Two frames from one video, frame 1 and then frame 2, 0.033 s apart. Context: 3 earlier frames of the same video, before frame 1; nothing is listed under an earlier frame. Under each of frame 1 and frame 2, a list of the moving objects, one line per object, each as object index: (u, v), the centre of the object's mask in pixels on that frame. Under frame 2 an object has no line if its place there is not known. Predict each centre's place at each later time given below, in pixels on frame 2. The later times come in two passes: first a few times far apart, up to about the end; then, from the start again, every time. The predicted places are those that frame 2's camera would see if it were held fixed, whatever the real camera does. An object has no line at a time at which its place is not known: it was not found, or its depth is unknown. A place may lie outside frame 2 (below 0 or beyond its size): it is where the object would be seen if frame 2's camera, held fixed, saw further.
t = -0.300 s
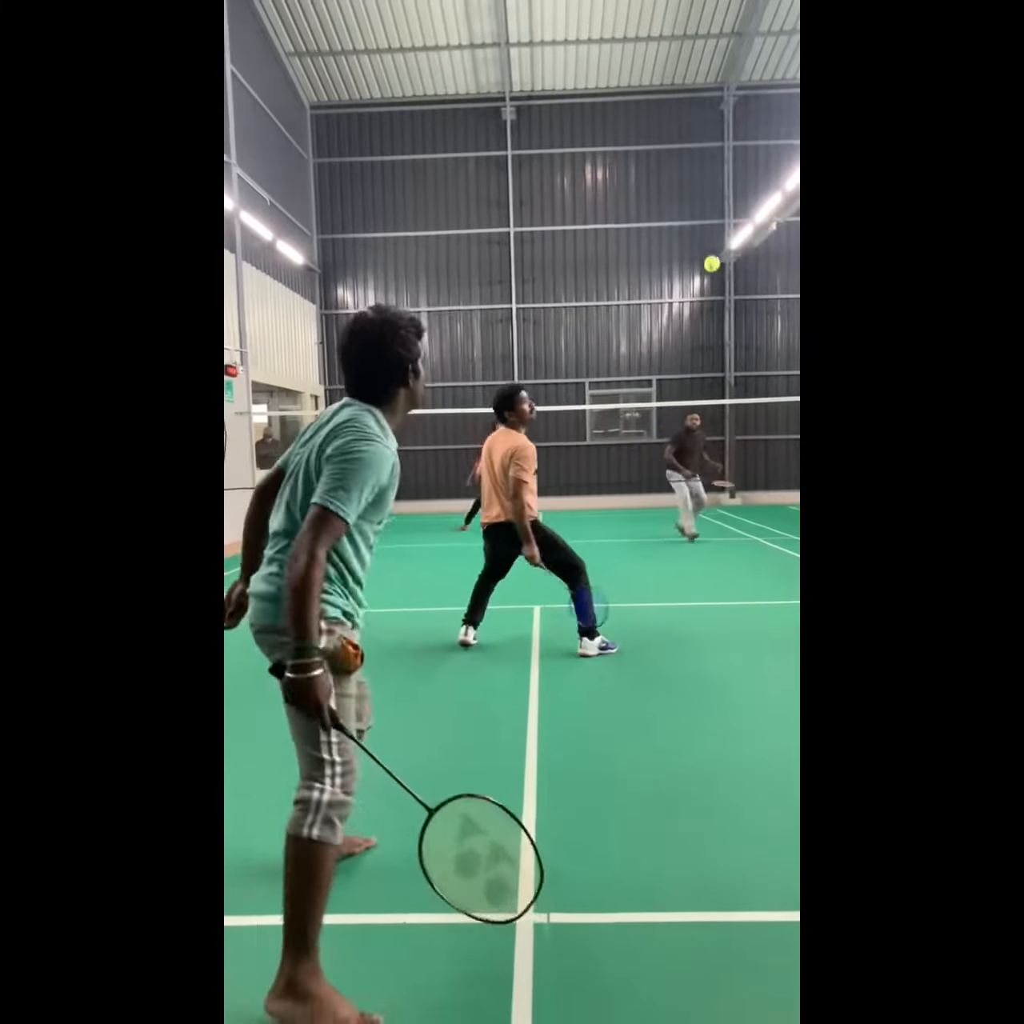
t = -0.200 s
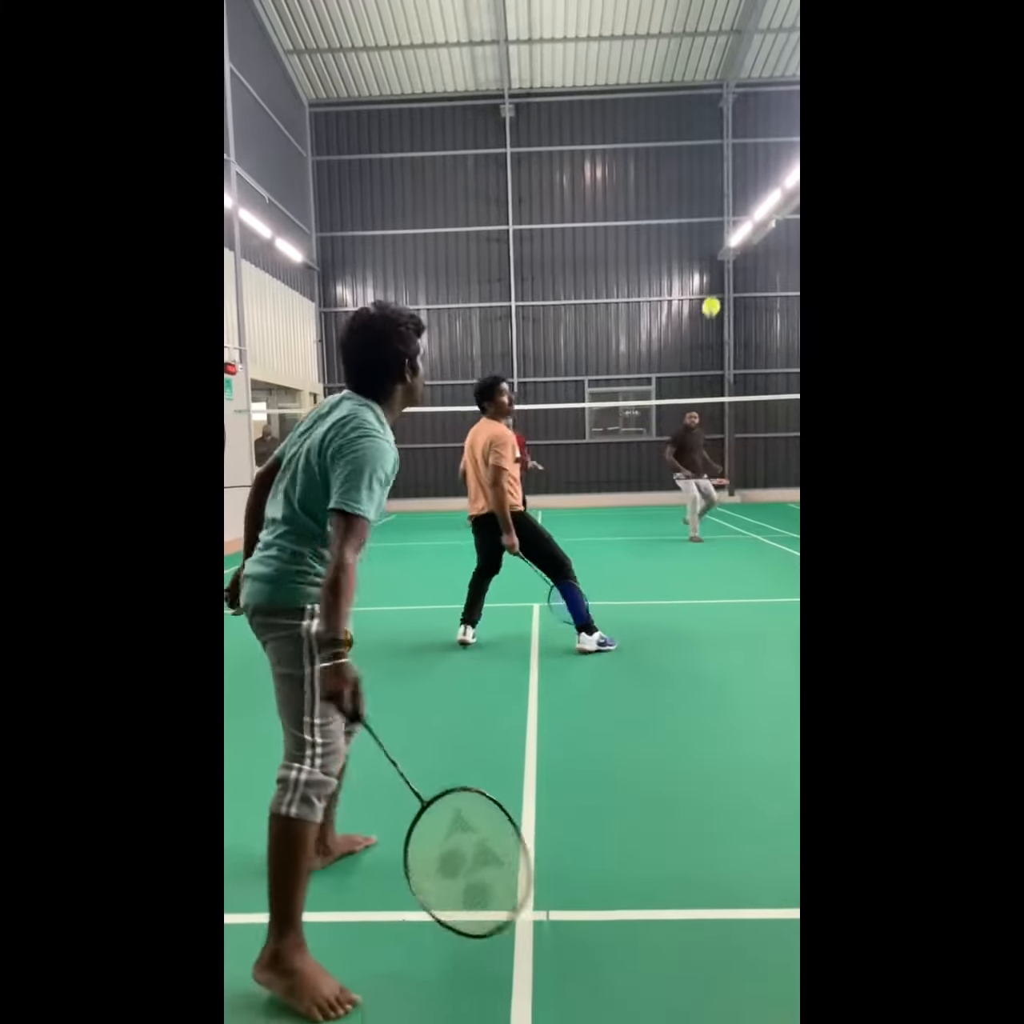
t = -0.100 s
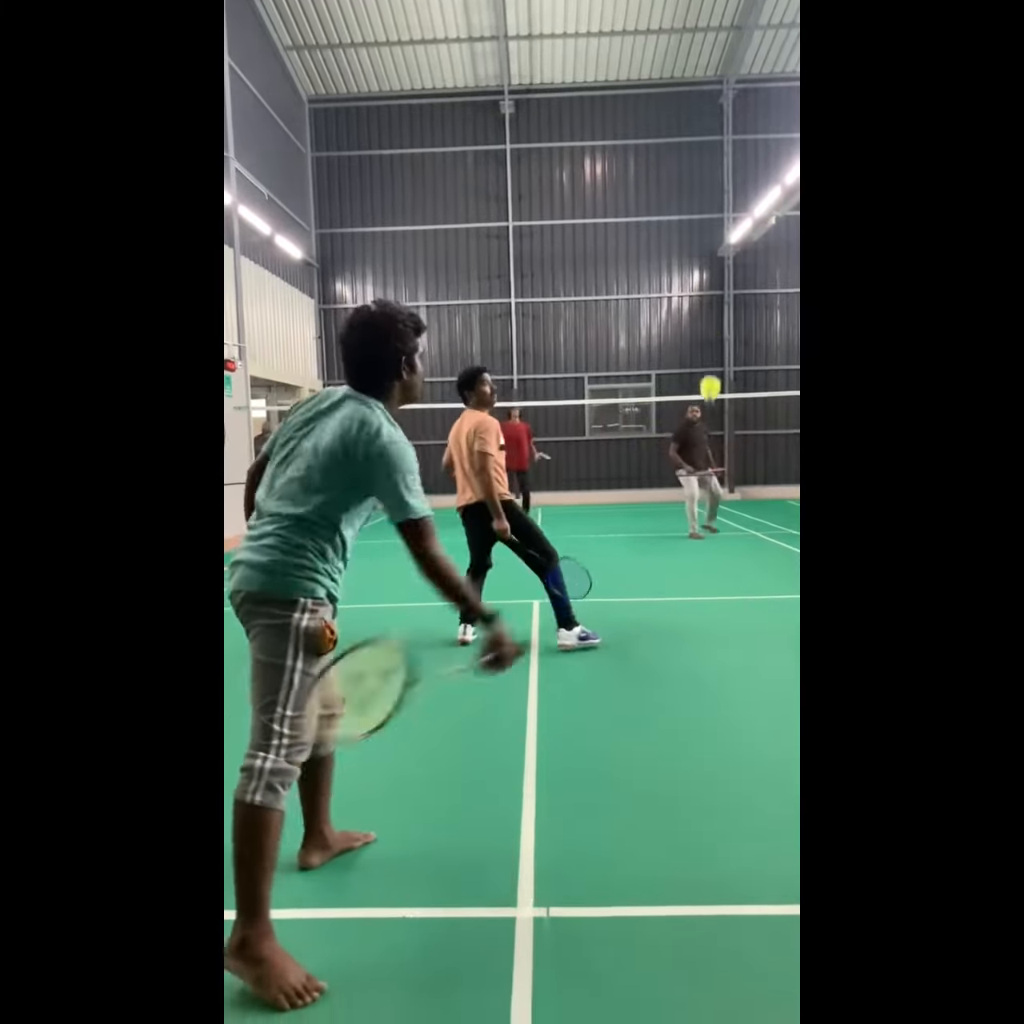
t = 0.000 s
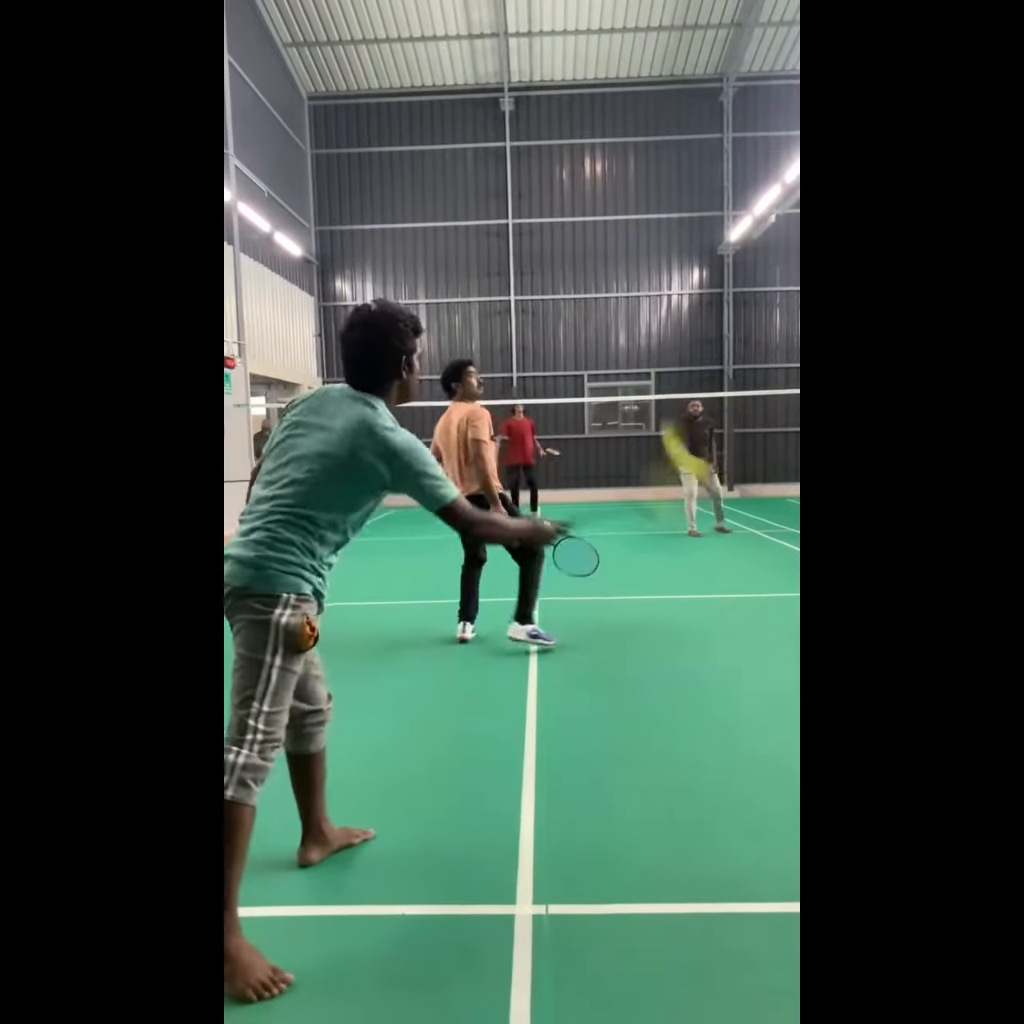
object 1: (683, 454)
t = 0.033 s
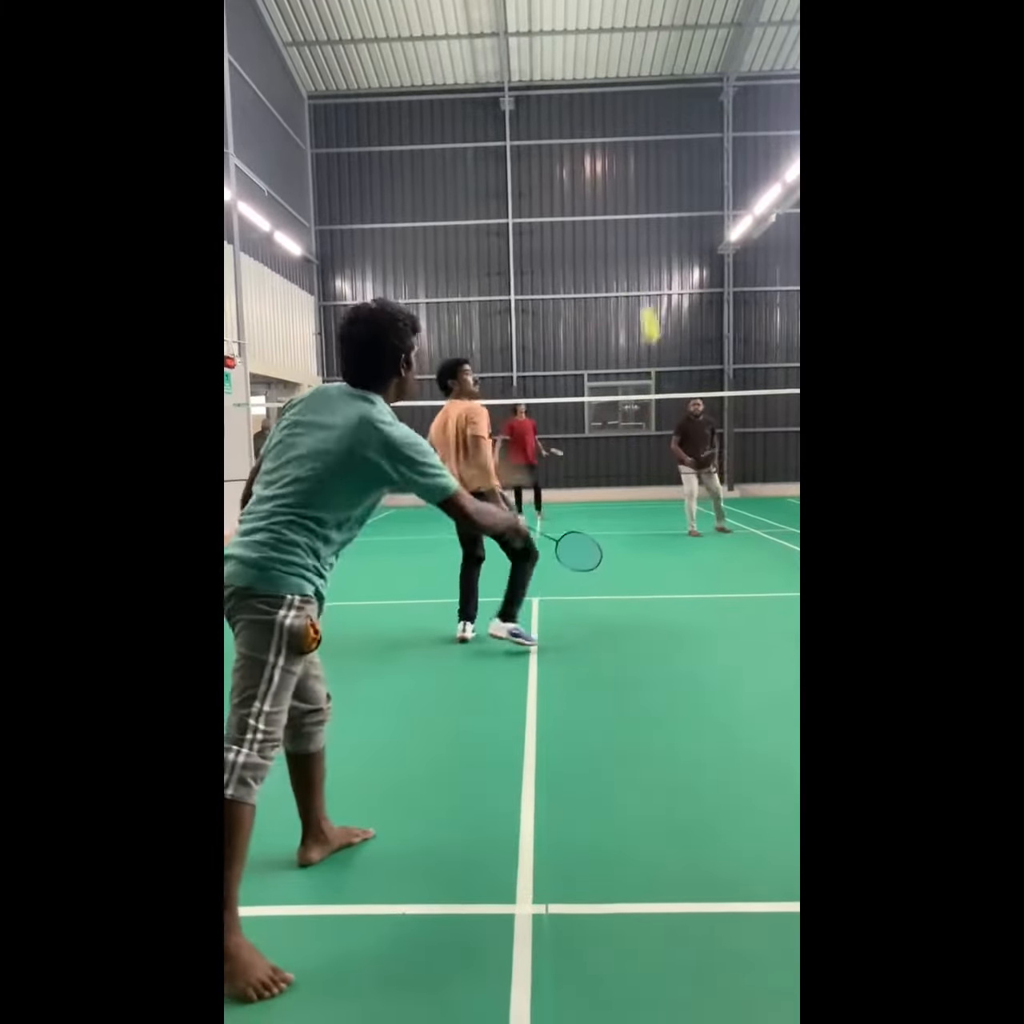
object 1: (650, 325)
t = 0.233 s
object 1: (572, 174)
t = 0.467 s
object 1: (556, 173)
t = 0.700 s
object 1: (550, 212)
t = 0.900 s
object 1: (550, 262)
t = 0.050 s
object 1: (634, 289)
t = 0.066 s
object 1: (614, 266)
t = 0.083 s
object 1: (607, 245)
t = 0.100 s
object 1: (602, 229)
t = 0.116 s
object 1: (596, 217)
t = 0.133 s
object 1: (591, 207)
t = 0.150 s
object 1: (586, 199)
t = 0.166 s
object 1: (582, 191)
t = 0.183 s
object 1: (579, 185)
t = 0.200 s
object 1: (577, 181)
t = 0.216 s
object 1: (575, 177)
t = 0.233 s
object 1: (572, 174)
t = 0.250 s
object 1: (570, 172)
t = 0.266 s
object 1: (568, 170)
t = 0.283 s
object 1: (567, 168)
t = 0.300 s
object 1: (565, 167)
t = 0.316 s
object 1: (564, 166)
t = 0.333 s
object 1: (563, 166)
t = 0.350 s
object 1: (561, 166)
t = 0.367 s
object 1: (561, 167)
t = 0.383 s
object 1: (559, 167)
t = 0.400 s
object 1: (558, 168)
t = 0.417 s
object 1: (558, 169)
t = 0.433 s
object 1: (557, 170)
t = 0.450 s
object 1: (556, 171)
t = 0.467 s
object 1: (556, 173)
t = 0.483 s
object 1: (555, 175)
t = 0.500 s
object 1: (555, 177)
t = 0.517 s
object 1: (554, 179)
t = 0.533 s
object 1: (554, 181)
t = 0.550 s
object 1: (553, 184)
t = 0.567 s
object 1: (552, 186)
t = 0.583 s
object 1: (552, 189)
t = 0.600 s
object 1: (552, 192)
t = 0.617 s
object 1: (551, 195)
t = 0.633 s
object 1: (551, 198)
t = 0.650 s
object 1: (551, 201)
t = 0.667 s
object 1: (551, 205)
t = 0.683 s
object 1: (550, 208)
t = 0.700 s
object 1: (550, 212)
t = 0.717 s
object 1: (550, 215)
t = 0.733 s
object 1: (551, 220)
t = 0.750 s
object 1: (550, 223)
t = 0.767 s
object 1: (550, 228)
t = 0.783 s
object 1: (550, 232)
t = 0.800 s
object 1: (549, 236)
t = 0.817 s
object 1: (549, 240)
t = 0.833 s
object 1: (549, 244)
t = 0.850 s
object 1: (549, 249)
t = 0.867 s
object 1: (549, 254)
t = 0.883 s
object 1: (549, 258)
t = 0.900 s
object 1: (550, 262)
